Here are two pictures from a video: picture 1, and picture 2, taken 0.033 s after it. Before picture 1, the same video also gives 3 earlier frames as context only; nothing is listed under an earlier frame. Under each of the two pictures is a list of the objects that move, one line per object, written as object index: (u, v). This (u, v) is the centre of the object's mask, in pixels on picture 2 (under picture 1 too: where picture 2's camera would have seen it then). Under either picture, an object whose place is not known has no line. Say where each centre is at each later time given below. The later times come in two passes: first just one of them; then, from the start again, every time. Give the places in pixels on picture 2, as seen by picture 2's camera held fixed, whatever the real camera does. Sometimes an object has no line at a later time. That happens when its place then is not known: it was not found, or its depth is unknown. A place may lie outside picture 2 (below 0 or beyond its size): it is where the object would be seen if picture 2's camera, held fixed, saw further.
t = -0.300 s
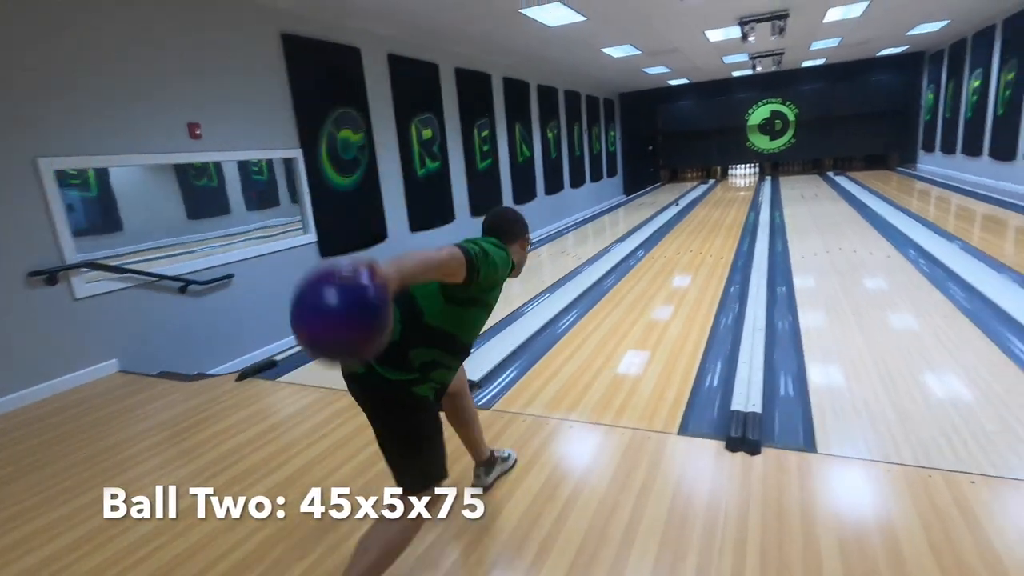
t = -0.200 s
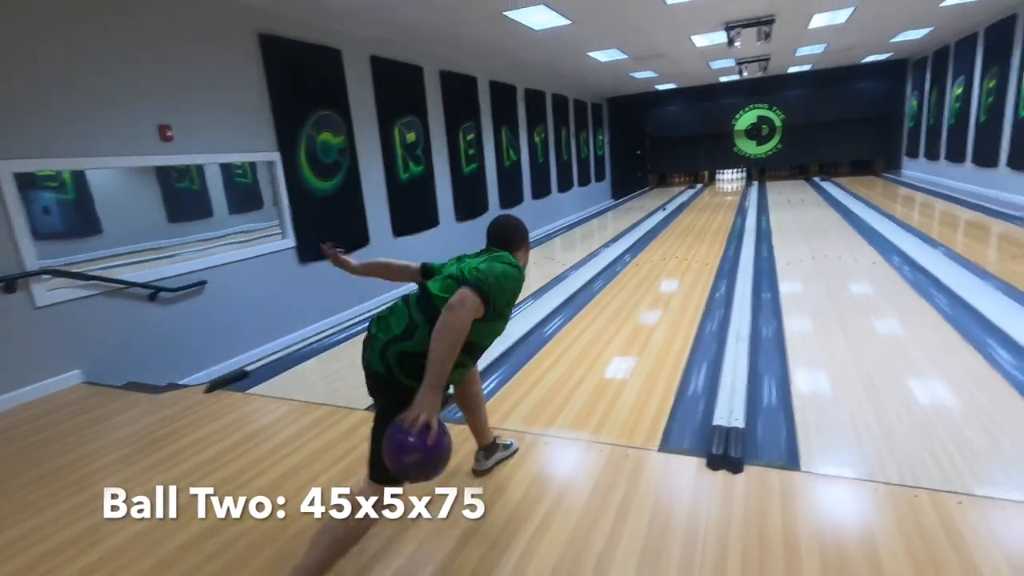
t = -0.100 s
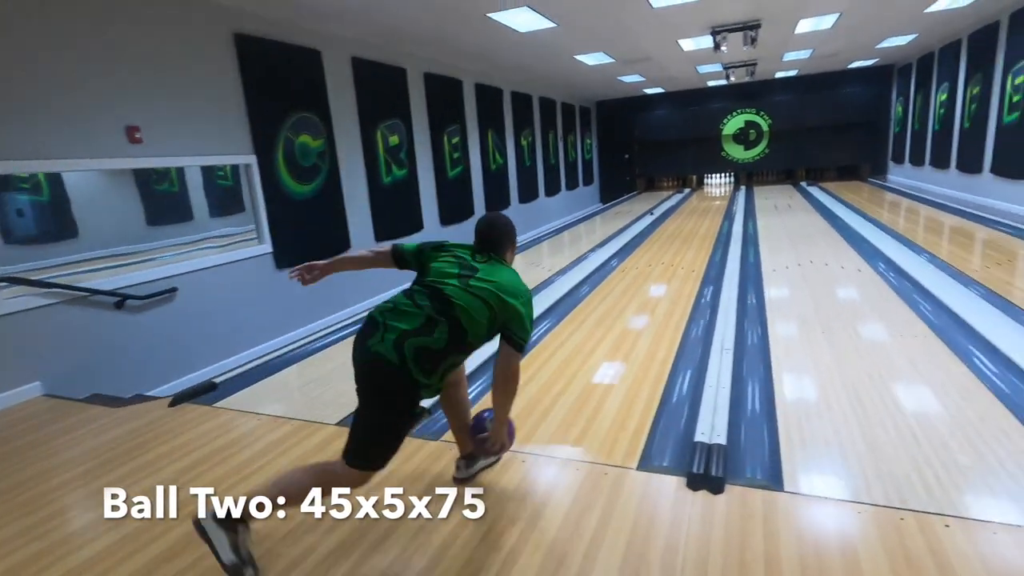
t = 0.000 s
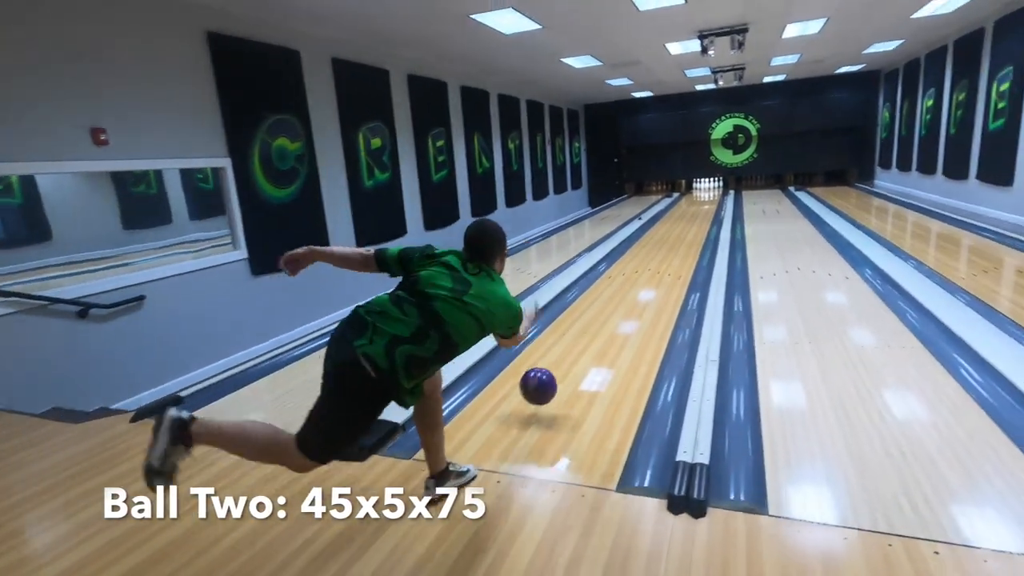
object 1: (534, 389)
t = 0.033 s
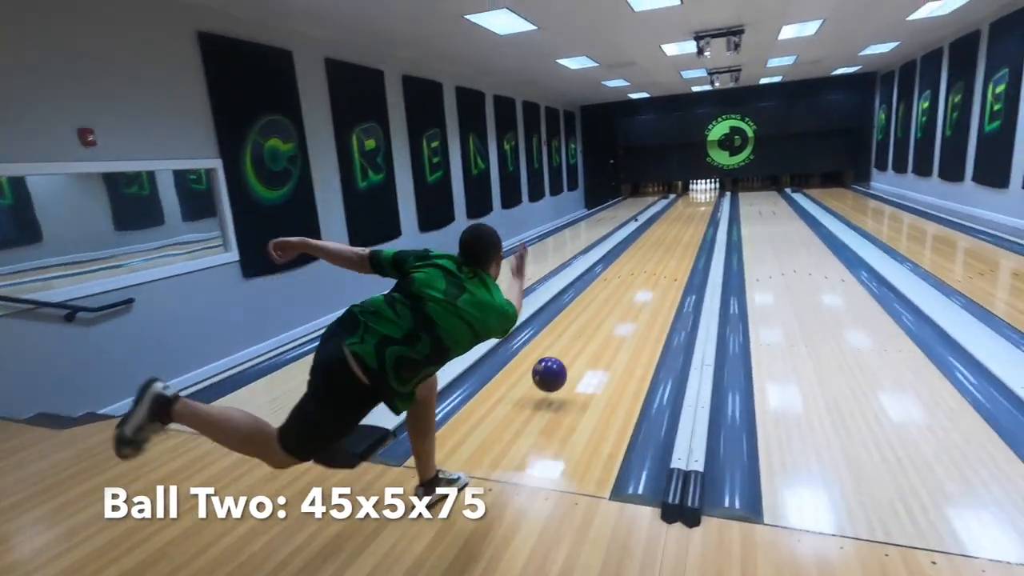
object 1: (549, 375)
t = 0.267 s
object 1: (618, 312)
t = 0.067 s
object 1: (562, 364)
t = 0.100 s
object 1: (574, 355)
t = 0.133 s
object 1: (585, 348)
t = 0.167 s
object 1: (594, 337)
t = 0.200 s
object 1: (603, 329)
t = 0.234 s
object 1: (611, 319)
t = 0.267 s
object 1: (618, 312)
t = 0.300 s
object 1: (625, 305)
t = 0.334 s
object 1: (631, 298)
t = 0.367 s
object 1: (637, 292)
